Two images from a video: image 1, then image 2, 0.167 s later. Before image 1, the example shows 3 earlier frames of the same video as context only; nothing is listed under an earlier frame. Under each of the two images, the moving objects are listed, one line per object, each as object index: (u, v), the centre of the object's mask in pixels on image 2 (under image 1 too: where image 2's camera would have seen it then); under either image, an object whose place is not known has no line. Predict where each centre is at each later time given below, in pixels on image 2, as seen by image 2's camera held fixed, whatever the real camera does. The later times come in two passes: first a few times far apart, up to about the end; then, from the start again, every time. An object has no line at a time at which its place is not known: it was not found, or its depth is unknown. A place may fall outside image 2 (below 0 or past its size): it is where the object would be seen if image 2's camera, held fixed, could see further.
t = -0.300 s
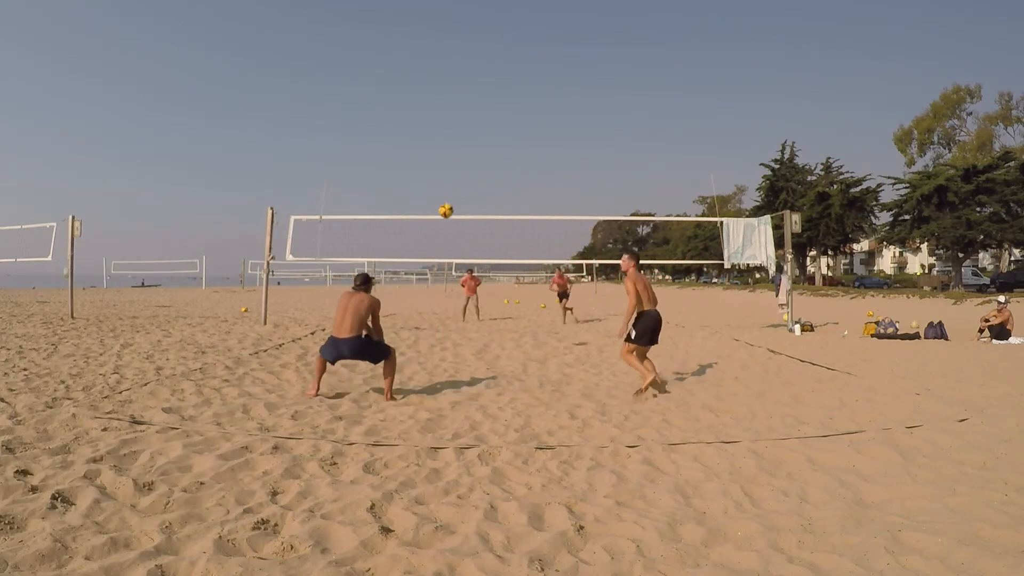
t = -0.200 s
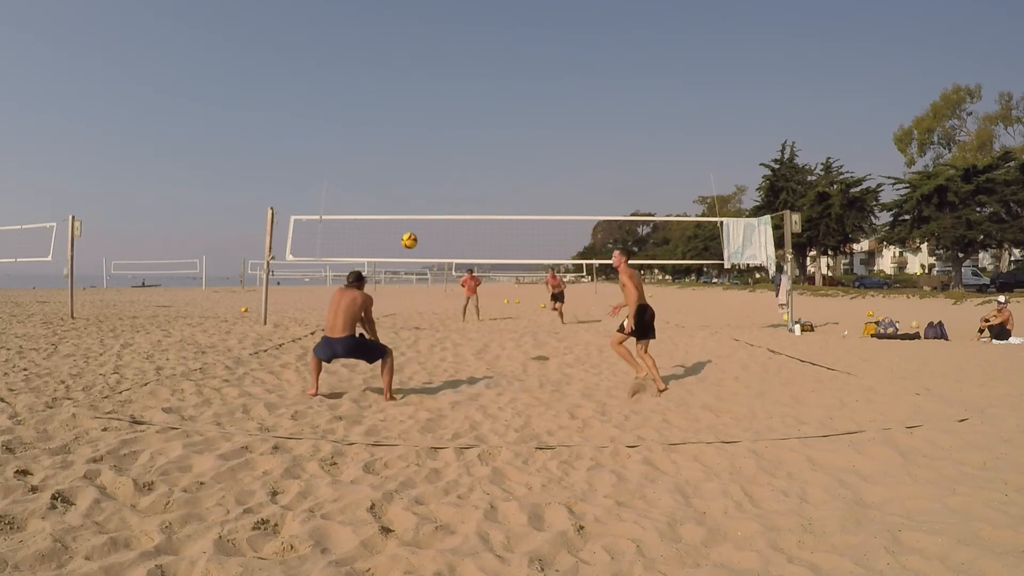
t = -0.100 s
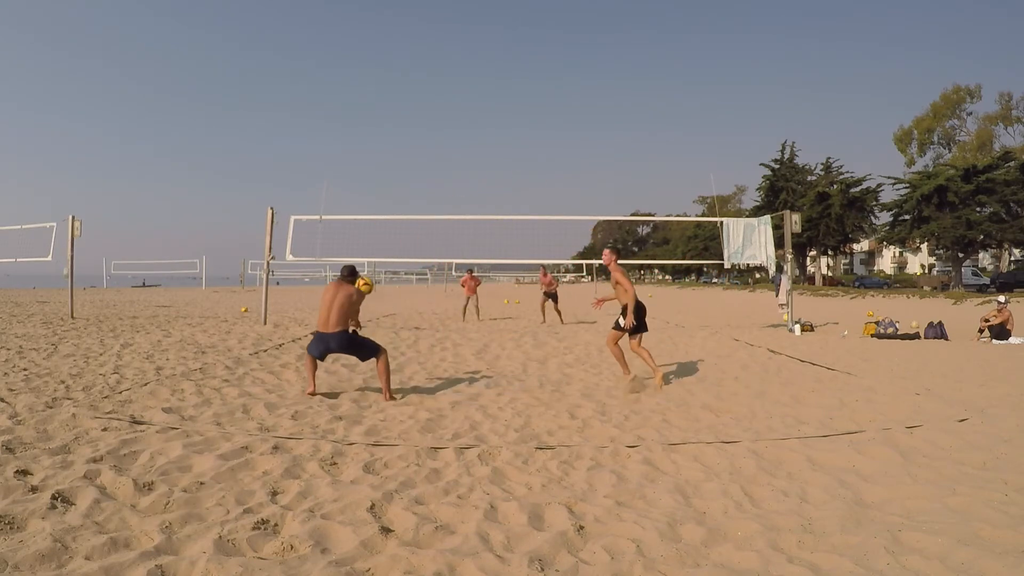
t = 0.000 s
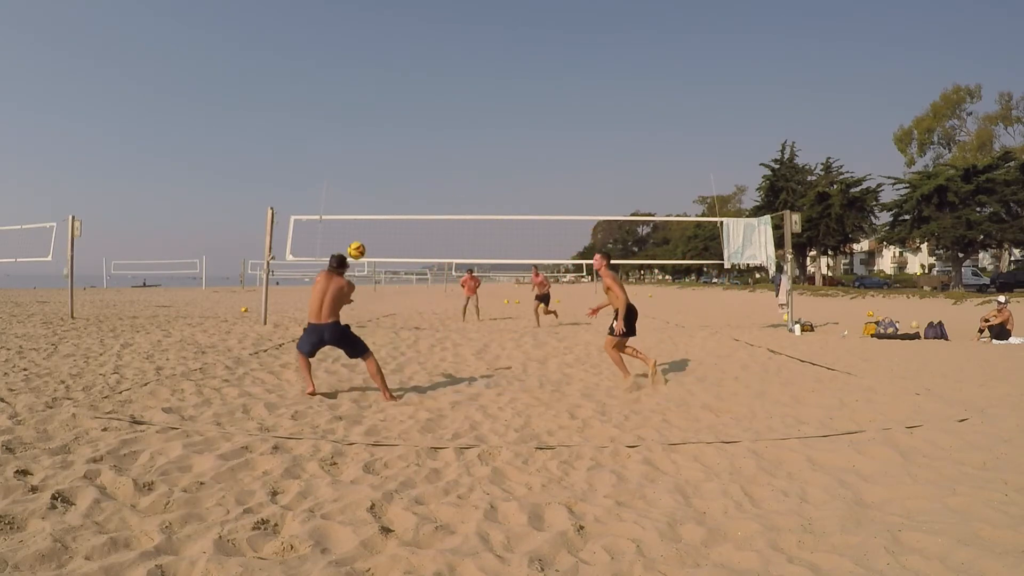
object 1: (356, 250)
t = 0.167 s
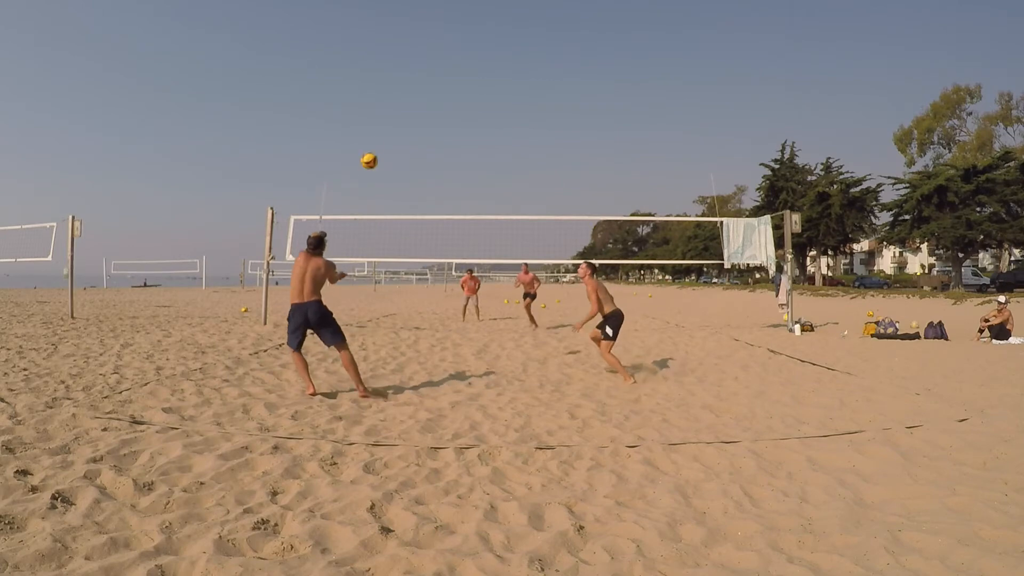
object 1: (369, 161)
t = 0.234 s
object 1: (374, 134)
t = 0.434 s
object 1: (388, 79)
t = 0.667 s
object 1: (402, 56)
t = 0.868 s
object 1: (411, 64)
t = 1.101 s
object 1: (421, 102)
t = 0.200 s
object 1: (371, 147)
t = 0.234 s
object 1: (374, 134)
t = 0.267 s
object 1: (377, 122)
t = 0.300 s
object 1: (379, 112)
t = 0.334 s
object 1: (382, 102)
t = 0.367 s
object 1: (384, 94)
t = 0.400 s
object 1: (386, 86)
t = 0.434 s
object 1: (388, 79)
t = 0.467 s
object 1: (390, 74)
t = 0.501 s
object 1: (392, 69)
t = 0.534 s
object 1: (394, 65)
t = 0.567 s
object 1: (396, 62)
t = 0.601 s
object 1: (398, 59)
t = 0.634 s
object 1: (400, 57)
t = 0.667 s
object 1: (402, 56)
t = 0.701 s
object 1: (403, 56)
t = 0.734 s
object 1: (405, 56)
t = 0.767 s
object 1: (407, 58)
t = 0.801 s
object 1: (408, 59)
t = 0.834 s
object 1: (410, 61)
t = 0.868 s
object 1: (411, 64)
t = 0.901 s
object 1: (413, 68)
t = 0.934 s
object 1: (414, 72)
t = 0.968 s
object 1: (416, 77)
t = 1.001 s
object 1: (417, 82)
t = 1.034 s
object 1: (418, 88)
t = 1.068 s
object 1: (419, 95)
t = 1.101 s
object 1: (421, 102)
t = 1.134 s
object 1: (422, 110)
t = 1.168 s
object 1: (423, 118)
